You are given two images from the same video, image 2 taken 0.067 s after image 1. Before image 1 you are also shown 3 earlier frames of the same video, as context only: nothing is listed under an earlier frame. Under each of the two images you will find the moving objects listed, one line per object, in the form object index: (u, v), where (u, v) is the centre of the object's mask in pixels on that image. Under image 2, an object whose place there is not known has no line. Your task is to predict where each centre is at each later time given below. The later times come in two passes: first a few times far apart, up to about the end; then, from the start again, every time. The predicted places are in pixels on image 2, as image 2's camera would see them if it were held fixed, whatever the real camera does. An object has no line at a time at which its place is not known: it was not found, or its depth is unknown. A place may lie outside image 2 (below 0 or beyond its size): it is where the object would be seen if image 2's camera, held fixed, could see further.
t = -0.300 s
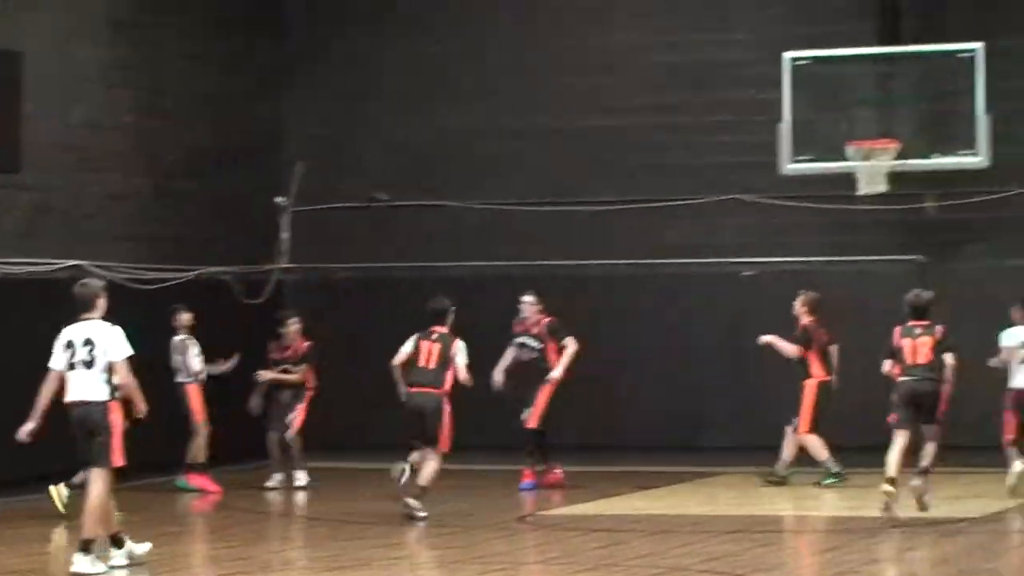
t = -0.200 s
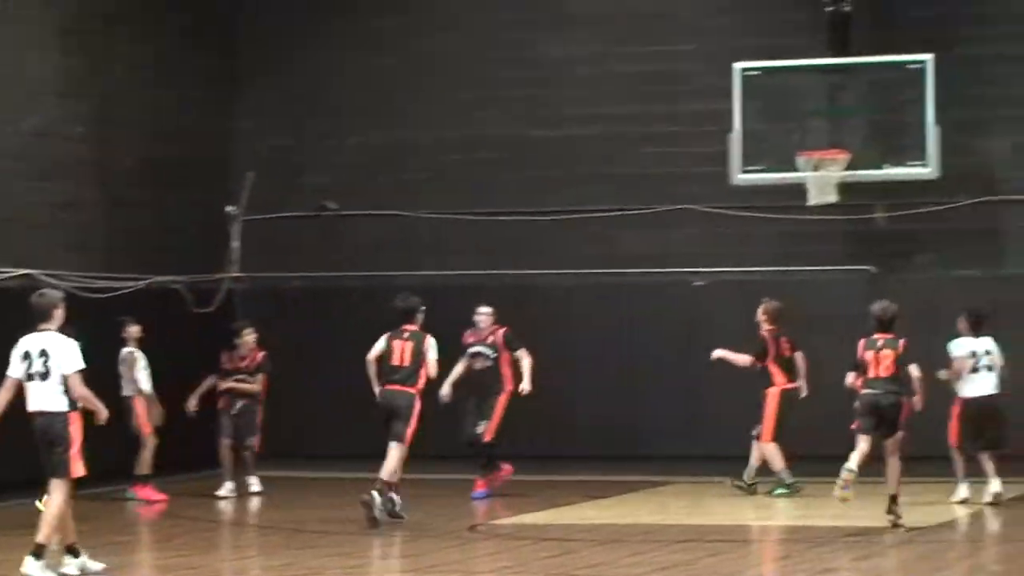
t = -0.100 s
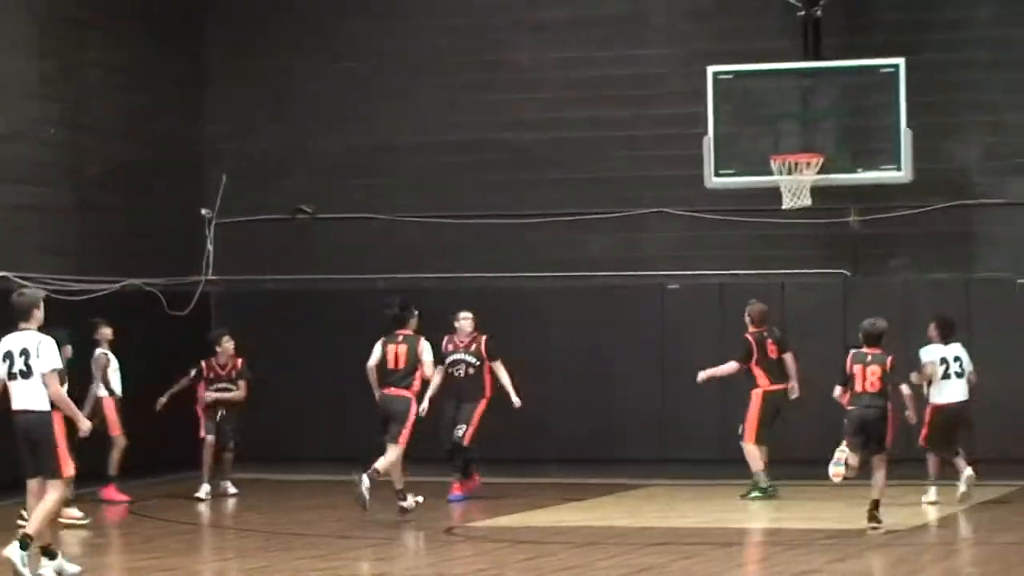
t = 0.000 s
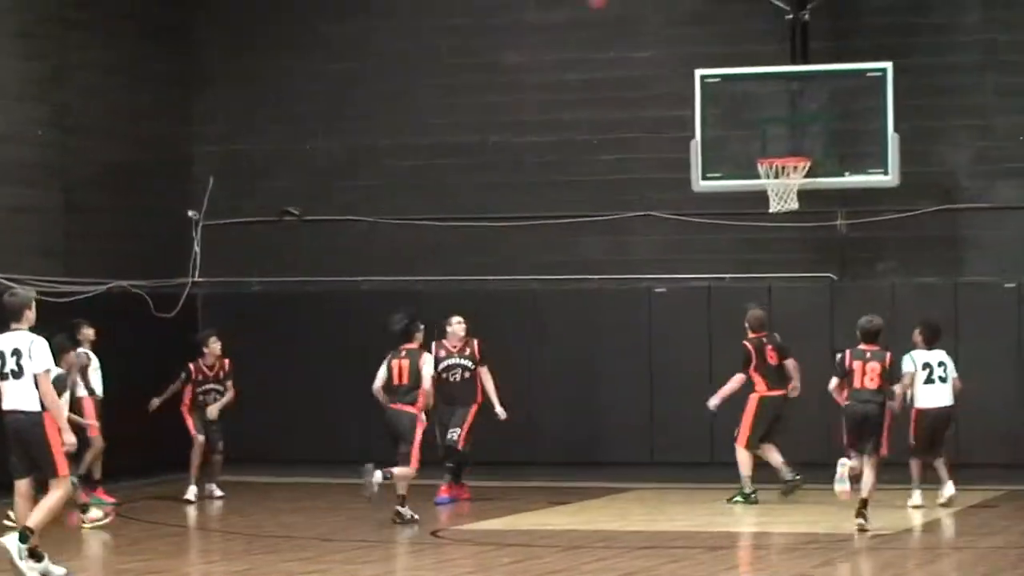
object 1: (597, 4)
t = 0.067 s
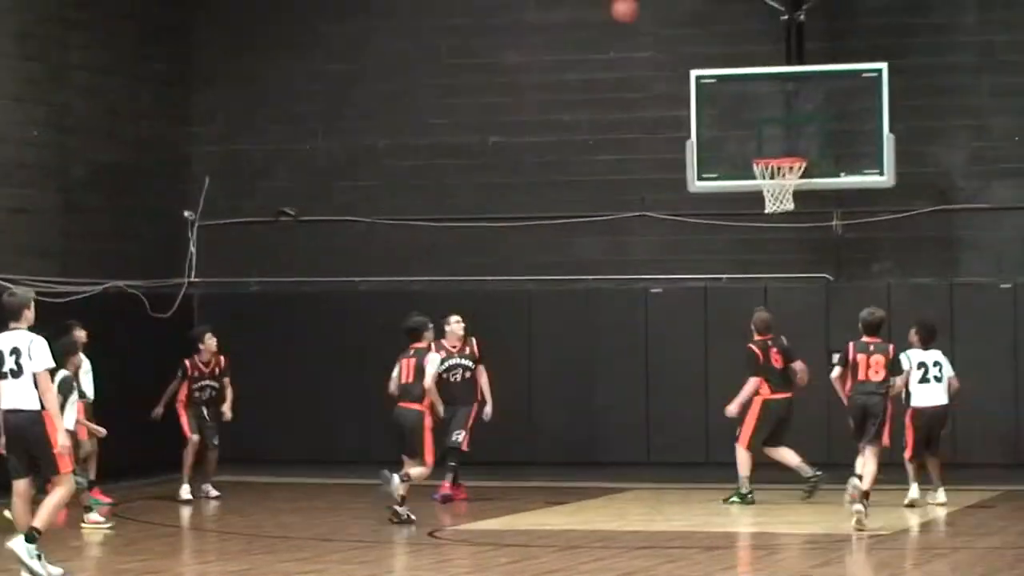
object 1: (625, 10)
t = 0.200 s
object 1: (689, 54)
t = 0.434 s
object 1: (788, 141)
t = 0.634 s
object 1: (825, 123)
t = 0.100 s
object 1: (641, 19)
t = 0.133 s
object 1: (656, 29)
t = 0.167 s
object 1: (673, 41)
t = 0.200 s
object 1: (689, 54)
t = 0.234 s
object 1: (705, 68)
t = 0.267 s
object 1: (723, 85)
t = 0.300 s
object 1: (738, 100)
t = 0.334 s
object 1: (754, 119)
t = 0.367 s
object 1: (770, 136)
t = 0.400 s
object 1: (783, 147)
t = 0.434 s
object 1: (788, 141)
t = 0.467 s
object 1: (793, 134)
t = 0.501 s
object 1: (801, 130)
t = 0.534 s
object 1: (806, 126)
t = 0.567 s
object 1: (813, 123)
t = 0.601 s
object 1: (819, 123)
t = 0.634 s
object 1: (825, 123)
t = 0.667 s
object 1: (831, 125)
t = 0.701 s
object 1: (837, 128)
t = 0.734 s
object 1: (843, 132)
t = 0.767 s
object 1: (849, 136)
